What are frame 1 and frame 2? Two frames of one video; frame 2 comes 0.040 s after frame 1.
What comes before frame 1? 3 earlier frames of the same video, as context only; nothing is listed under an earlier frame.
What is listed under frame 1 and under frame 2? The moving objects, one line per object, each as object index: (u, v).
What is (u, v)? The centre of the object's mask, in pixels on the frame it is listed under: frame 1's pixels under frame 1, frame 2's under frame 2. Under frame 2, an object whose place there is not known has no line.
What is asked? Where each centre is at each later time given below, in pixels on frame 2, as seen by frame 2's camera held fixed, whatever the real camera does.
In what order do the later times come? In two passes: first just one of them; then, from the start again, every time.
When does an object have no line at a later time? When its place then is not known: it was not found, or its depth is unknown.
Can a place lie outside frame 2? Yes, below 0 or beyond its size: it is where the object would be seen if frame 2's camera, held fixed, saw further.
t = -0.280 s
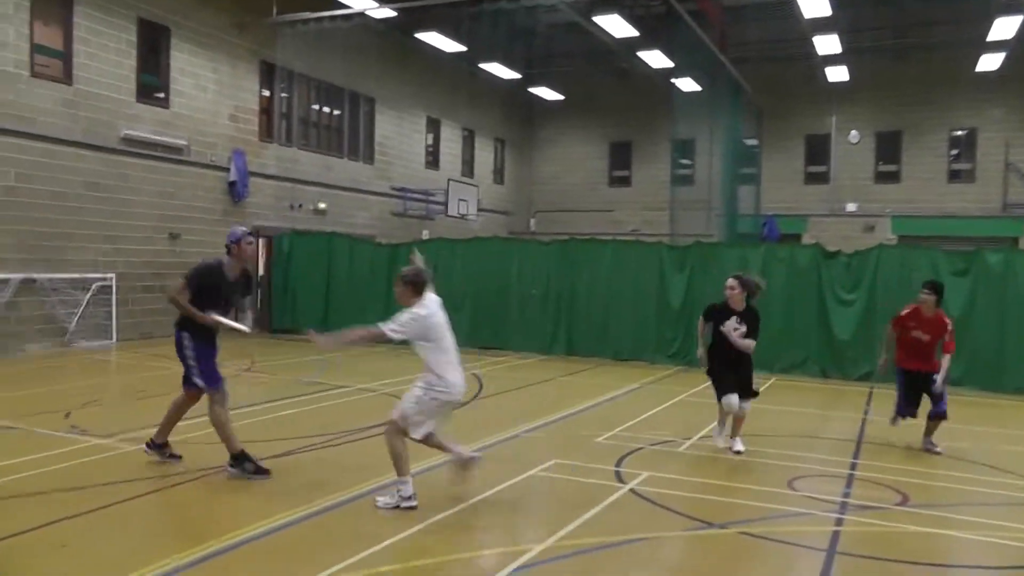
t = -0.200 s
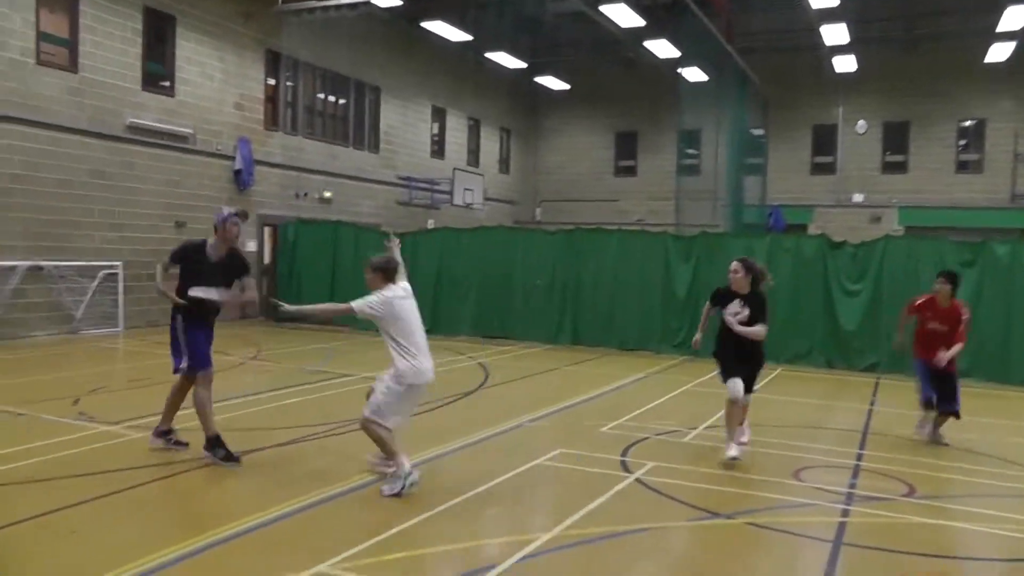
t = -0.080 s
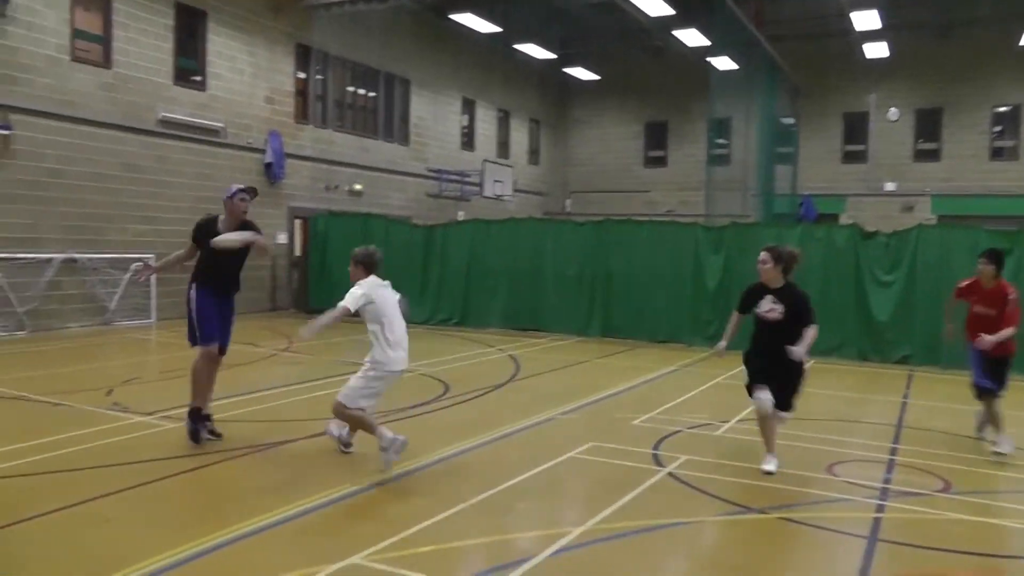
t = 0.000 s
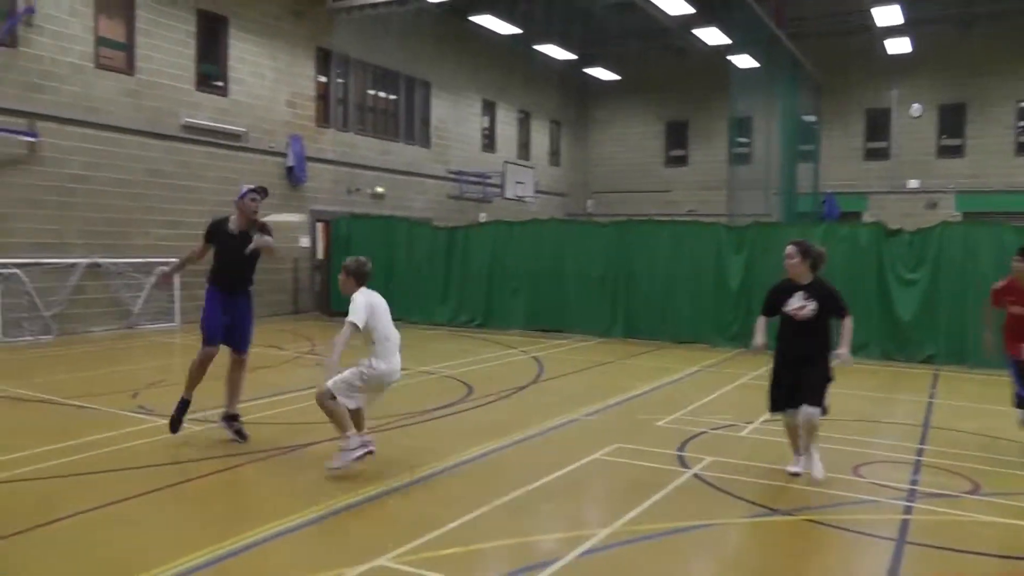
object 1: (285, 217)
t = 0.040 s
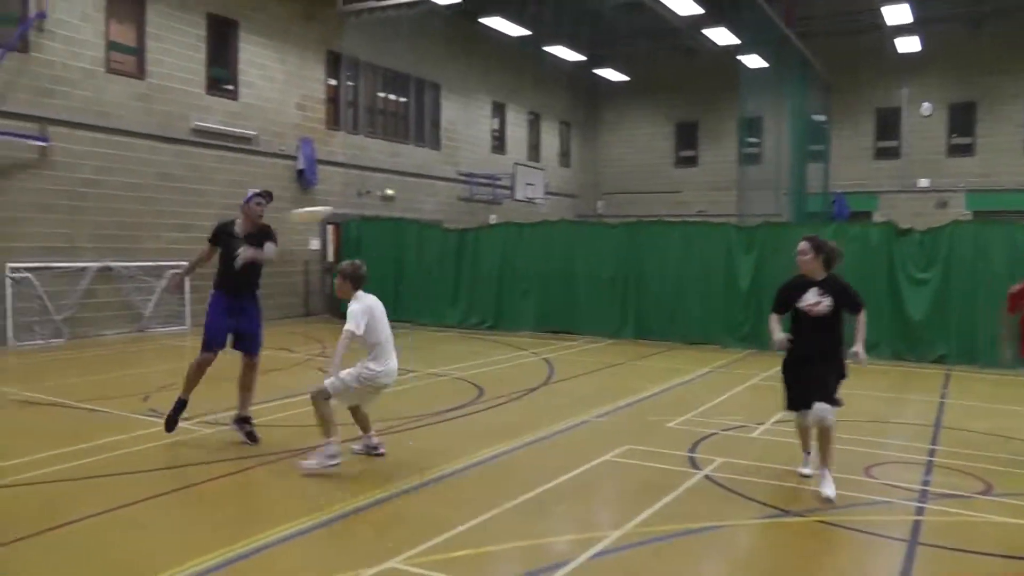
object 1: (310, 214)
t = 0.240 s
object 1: (400, 201)
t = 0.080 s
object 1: (327, 207)
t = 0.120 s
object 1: (346, 201)
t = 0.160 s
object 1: (362, 201)
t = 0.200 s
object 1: (383, 199)
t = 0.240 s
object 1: (400, 201)
